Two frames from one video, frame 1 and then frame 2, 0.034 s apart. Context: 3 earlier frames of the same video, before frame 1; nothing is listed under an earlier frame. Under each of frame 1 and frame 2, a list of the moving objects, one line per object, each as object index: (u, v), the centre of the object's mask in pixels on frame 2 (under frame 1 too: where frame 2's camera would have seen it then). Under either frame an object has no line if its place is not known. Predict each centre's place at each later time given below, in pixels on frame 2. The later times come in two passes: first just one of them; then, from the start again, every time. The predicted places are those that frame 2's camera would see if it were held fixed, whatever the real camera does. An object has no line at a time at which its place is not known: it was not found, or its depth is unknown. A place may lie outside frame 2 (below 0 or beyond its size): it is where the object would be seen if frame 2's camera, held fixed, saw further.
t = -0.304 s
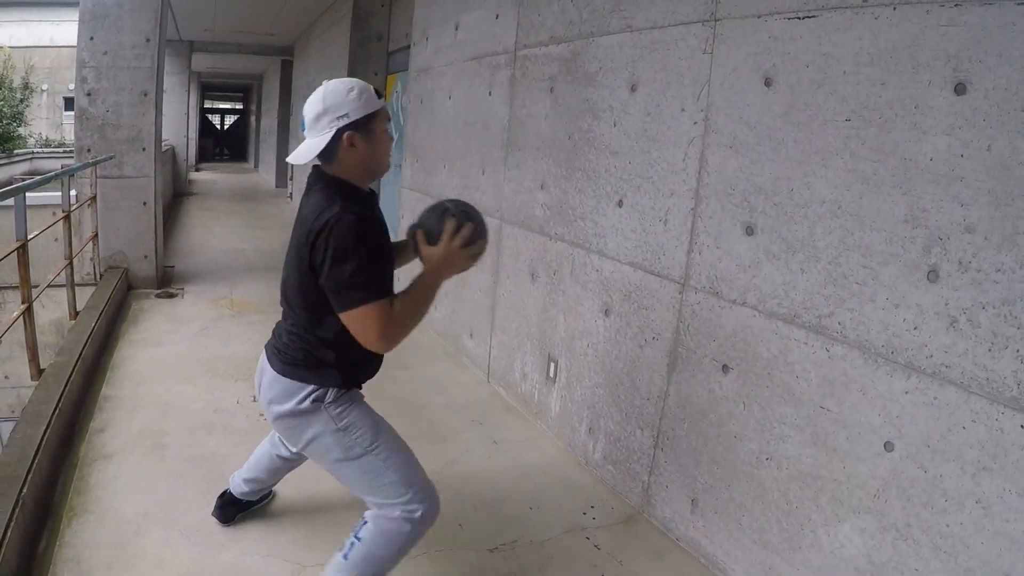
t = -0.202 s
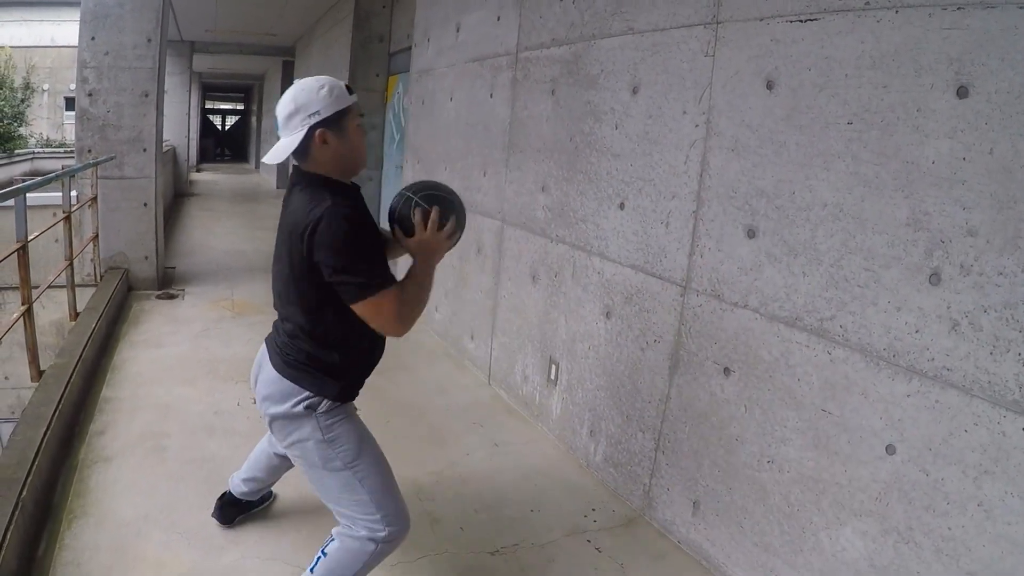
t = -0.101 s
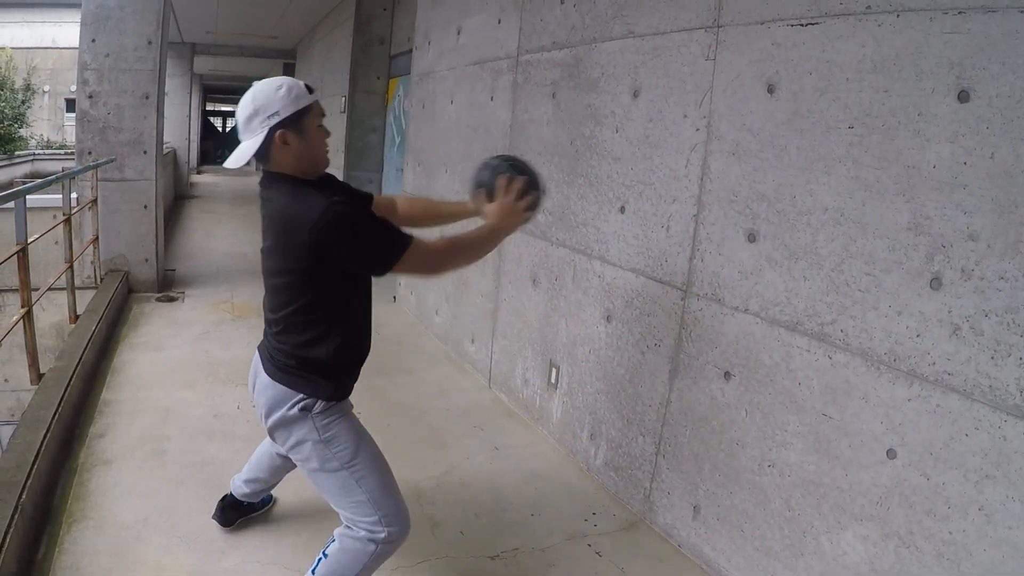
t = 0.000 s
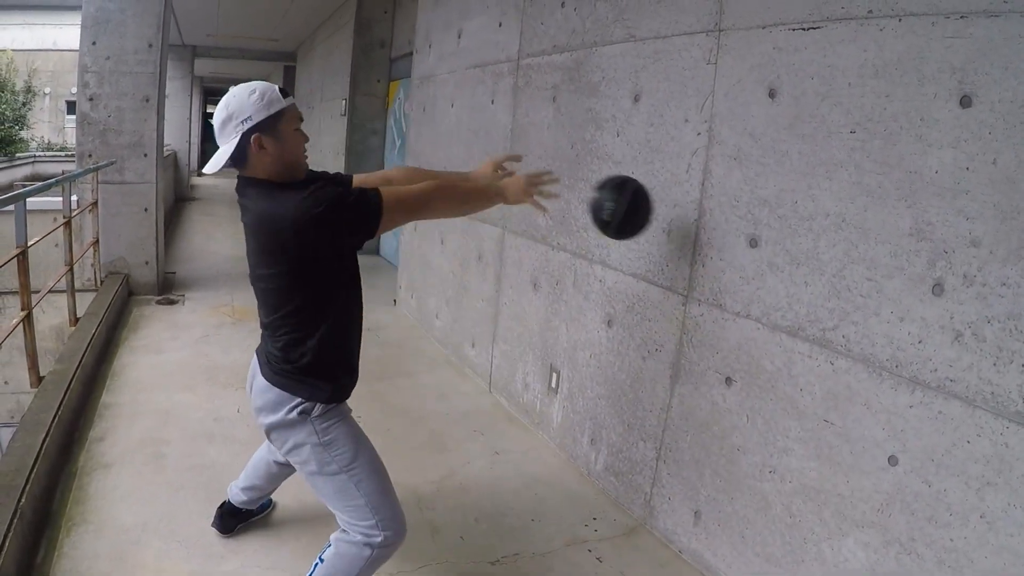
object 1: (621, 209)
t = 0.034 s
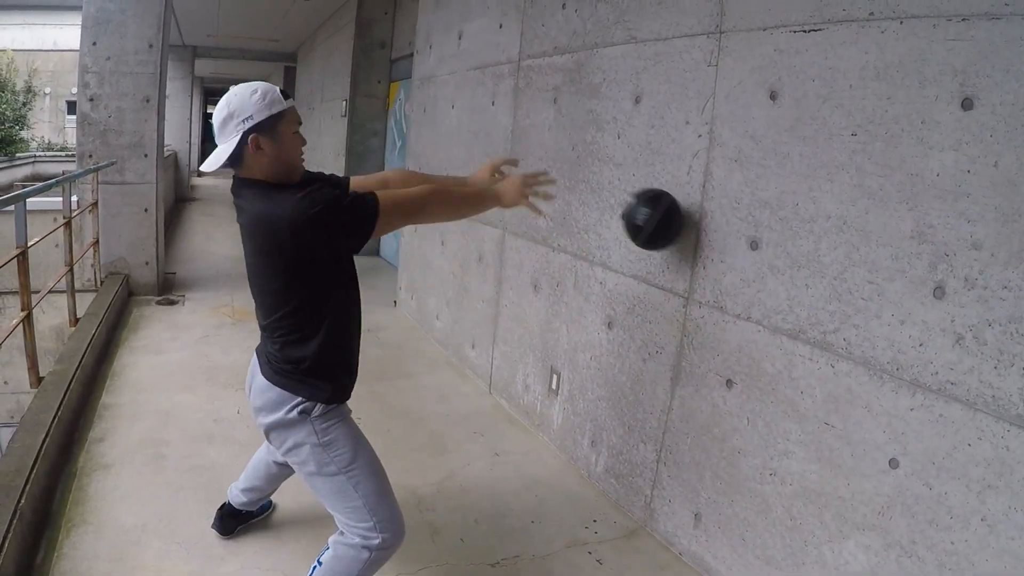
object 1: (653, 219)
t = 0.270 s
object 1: (630, 308)
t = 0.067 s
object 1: (670, 226)
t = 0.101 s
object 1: (663, 230)
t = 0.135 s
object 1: (657, 239)
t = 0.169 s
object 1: (651, 252)
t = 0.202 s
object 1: (644, 268)
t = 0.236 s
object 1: (638, 286)
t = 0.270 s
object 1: (630, 308)
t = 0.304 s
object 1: (623, 334)
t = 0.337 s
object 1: (614, 362)
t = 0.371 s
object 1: (605, 393)
